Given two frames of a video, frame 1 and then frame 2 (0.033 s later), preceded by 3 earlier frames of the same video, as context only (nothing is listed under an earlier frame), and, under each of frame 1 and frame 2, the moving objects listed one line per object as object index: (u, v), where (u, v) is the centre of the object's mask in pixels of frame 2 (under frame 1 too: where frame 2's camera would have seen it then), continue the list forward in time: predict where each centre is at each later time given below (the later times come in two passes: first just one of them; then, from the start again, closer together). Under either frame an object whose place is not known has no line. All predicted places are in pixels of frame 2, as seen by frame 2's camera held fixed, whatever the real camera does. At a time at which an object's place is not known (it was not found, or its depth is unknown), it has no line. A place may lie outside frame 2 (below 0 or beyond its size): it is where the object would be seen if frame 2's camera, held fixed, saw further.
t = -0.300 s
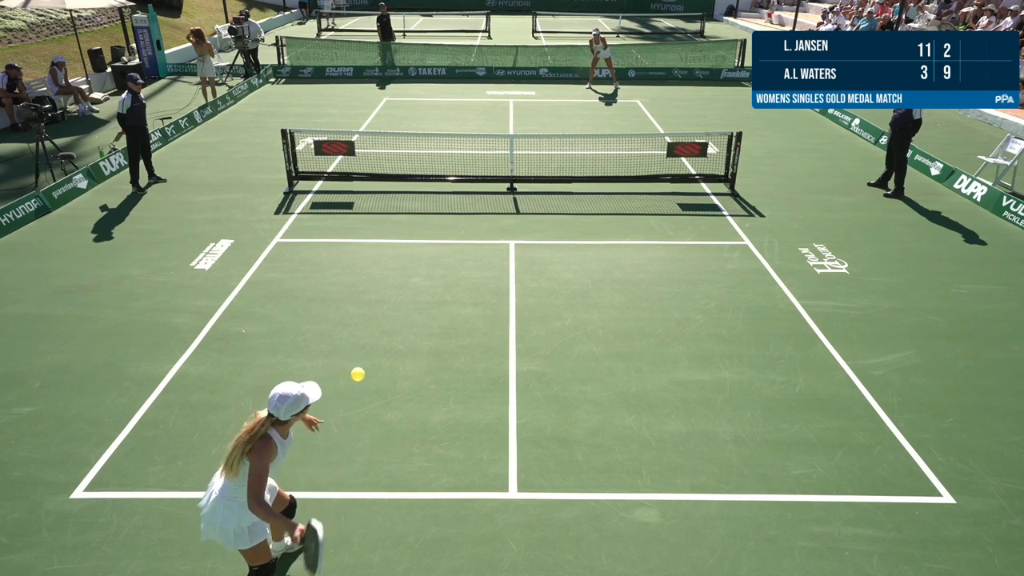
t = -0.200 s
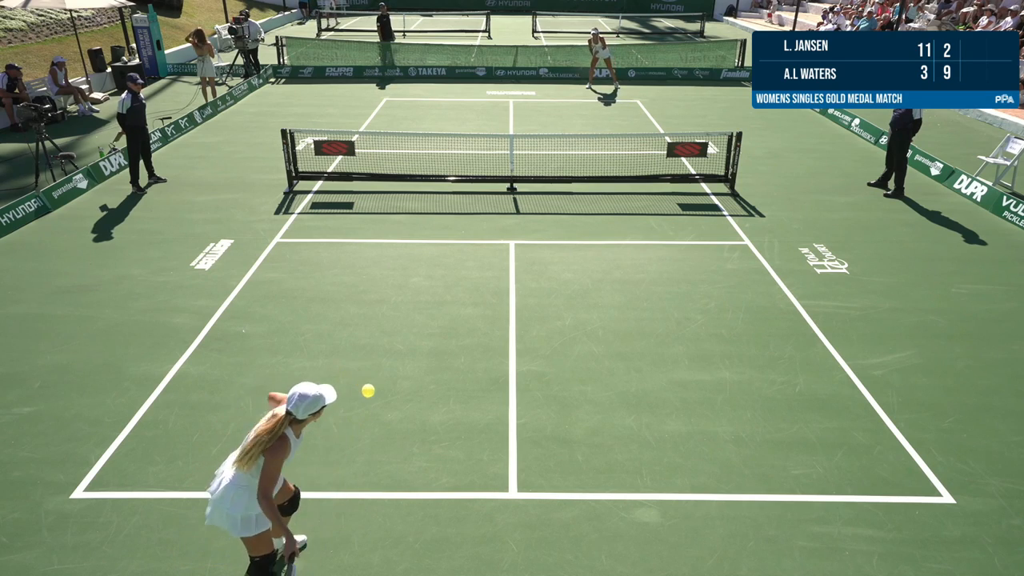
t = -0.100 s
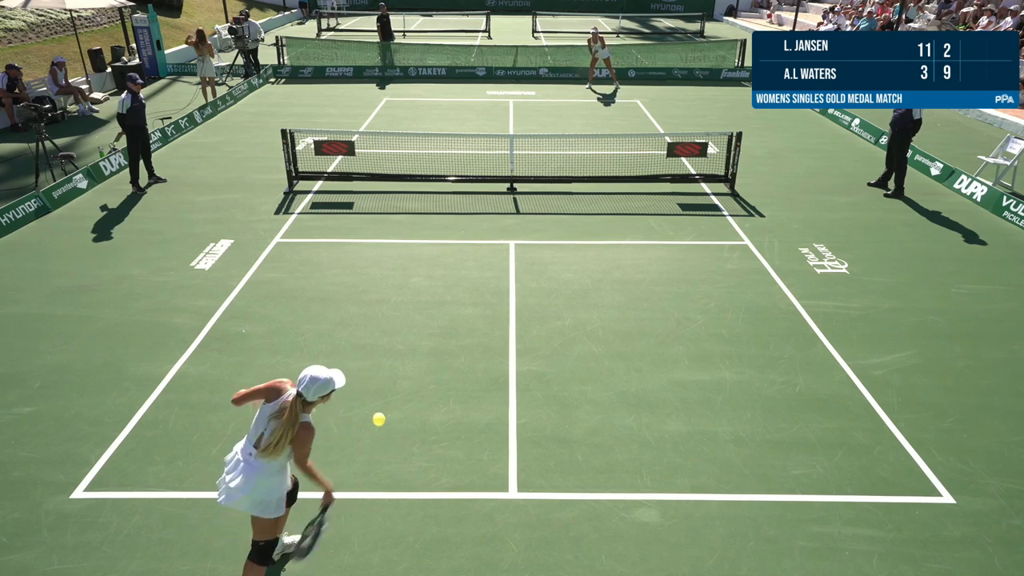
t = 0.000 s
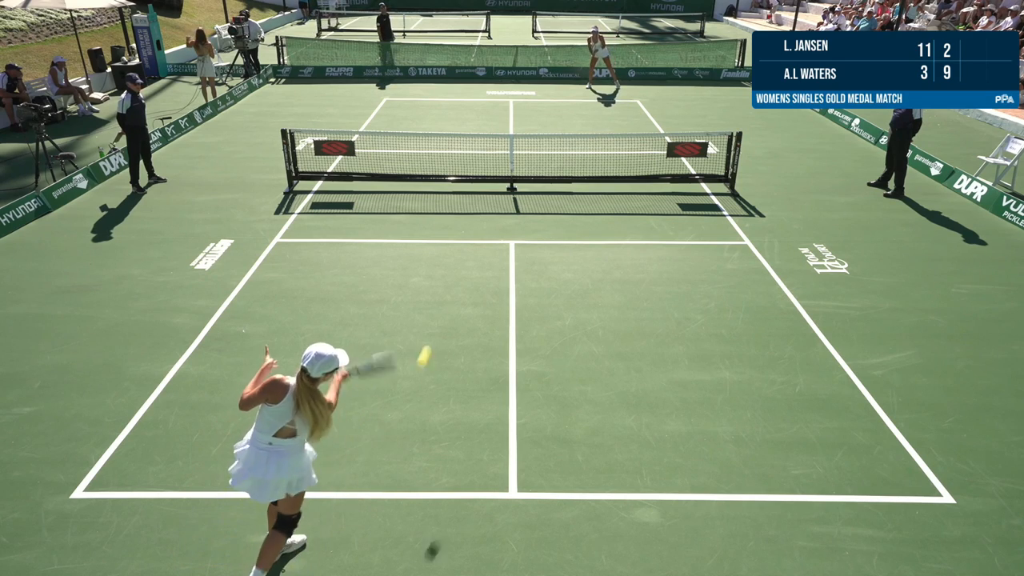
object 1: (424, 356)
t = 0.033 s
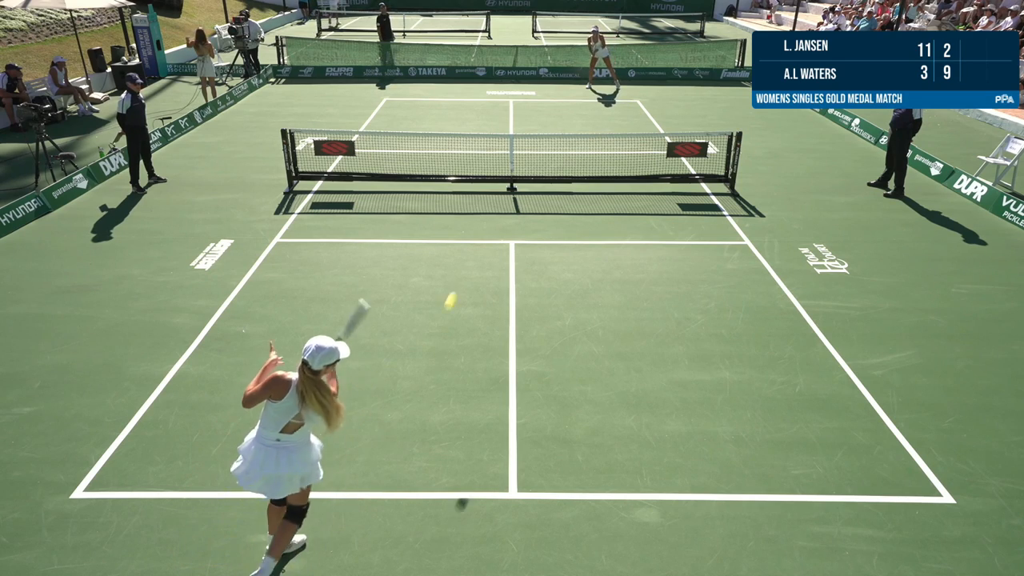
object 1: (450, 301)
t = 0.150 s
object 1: (512, 183)
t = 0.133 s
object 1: (506, 193)
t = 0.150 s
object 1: (512, 183)
